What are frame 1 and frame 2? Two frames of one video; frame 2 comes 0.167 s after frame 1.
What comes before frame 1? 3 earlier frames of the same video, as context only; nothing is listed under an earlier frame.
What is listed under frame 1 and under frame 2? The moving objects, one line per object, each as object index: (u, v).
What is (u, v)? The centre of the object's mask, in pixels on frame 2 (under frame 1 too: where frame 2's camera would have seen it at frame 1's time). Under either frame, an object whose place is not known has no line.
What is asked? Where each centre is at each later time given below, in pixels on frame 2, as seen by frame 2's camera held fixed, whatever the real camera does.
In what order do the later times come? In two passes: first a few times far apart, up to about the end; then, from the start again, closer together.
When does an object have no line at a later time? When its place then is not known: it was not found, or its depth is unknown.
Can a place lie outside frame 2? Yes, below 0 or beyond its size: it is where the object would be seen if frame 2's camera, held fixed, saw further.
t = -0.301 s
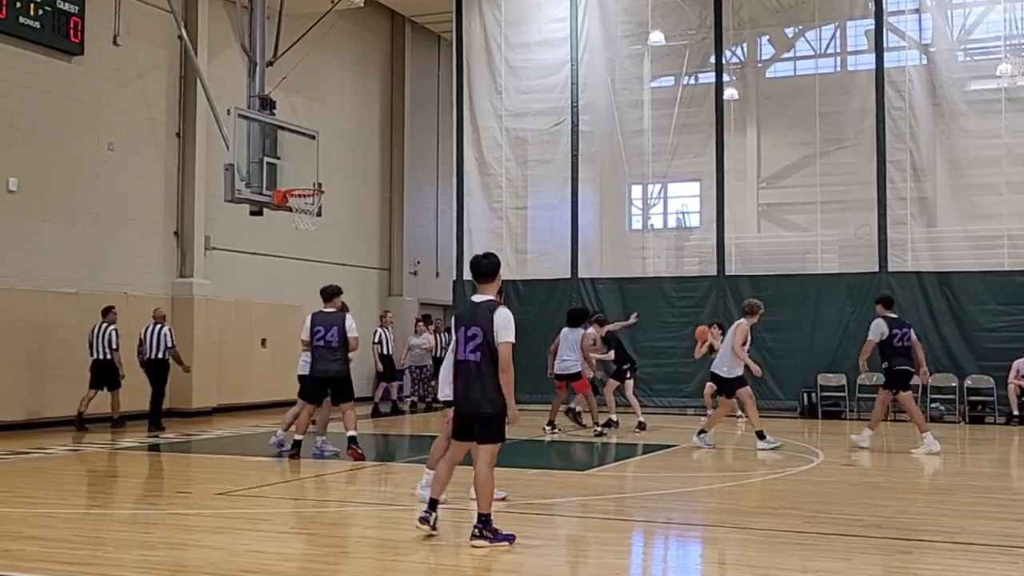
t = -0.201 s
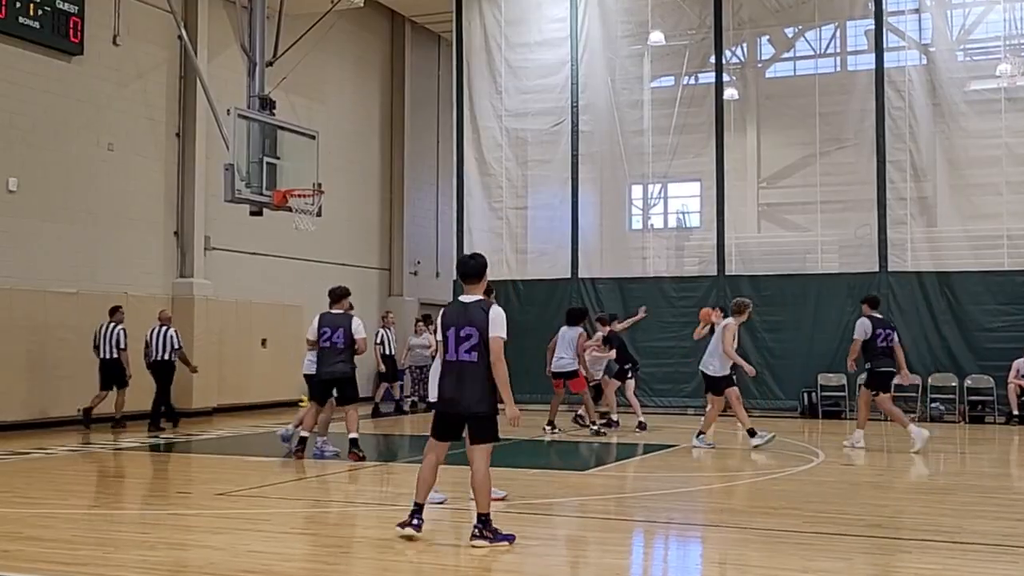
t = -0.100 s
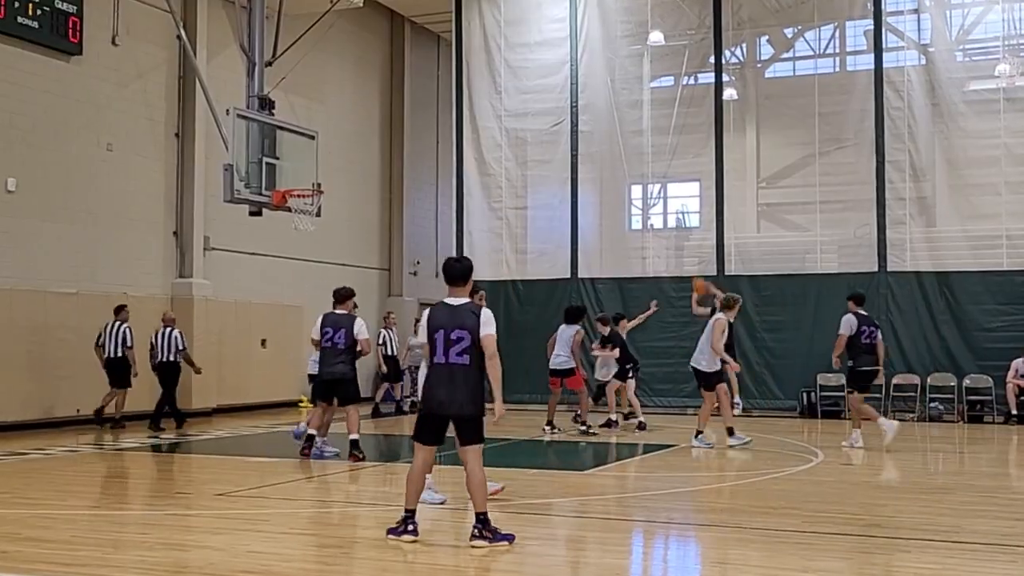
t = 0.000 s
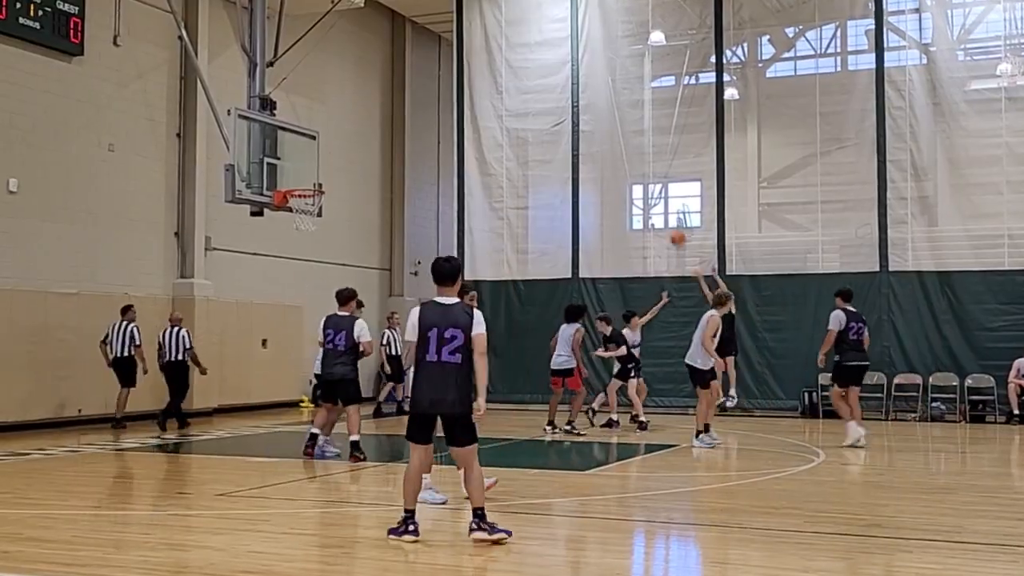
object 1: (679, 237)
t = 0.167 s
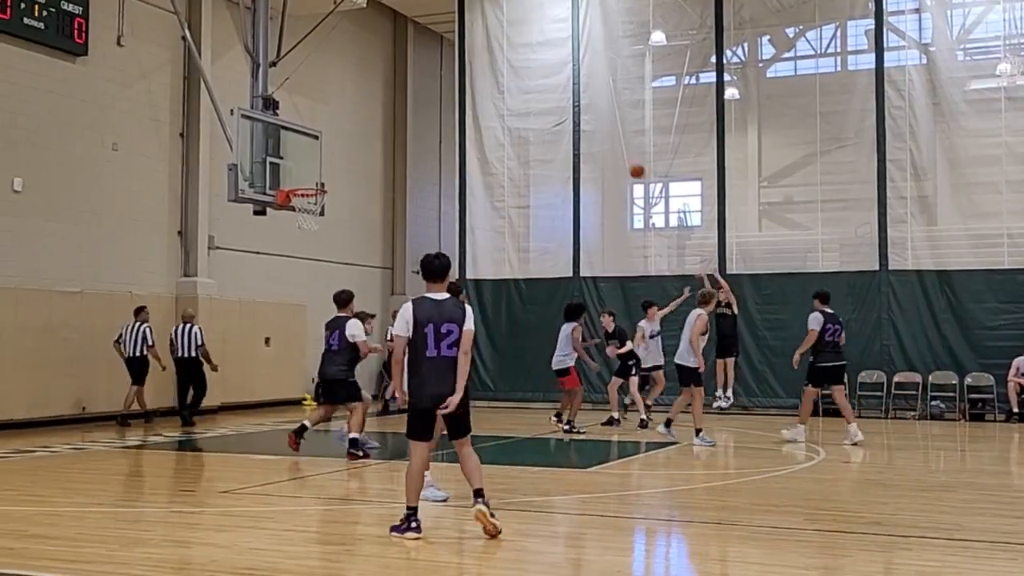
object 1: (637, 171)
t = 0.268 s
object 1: (612, 138)
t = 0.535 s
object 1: (542, 78)
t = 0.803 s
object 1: (465, 63)
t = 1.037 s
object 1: (393, 91)
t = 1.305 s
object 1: (300, 176)
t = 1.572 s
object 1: (335, 101)
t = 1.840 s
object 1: (383, 57)
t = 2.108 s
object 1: (434, 73)
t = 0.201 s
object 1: (628, 159)
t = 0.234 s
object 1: (620, 148)
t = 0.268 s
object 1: (612, 138)
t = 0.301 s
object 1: (604, 128)
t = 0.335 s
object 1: (596, 120)
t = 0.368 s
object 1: (588, 112)
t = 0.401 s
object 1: (578, 105)
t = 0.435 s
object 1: (570, 97)
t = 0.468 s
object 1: (560, 90)
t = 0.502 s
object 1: (551, 84)
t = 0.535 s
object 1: (542, 78)
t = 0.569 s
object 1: (532, 74)
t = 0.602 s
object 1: (523, 71)
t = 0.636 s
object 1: (514, 67)
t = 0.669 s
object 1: (504, 65)
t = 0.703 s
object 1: (495, 64)
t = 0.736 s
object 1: (486, 64)
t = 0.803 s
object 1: (465, 63)
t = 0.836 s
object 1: (454, 65)
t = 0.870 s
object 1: (444, 67)
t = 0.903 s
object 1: (434, 70)
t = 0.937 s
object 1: (424, 74)
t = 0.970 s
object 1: (413, 79)
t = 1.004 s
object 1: (404, 84)
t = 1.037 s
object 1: (393, 91)
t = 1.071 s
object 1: (380, 98)
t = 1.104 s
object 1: (369, 107)
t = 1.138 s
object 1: (357, 117)
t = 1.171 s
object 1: (346, 127)
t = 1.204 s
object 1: (335, 138)
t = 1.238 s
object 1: (323, 150)
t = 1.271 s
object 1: (311, 163)
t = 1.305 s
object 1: (300, 176)
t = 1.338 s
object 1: (295, 180)
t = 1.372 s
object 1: (302, 167)
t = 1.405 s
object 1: (306, 154)
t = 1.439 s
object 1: (312, 141)
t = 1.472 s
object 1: (318, 130)
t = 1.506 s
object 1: (324, 119)
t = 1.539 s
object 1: (329, 109)
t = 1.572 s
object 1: (335, 101)
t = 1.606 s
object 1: (340, 92)
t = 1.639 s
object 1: (346, 84)
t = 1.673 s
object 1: (352, 77)
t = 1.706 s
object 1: (359, 72)
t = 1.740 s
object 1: (364, 67)
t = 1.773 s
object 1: (370, 63)
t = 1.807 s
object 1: (375, 60)
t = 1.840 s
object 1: (383, 57)
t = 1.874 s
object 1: (390, 55)
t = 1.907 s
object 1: (396, 56)
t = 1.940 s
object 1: (403, 56)
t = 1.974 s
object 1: (410, 57)
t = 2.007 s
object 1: (415, 60)
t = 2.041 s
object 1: (421, 64)
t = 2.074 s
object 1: (428, 68)
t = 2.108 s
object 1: (434, 73)
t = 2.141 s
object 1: (441, 80)
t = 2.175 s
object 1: (449, 87)
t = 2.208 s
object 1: (454, 95)
